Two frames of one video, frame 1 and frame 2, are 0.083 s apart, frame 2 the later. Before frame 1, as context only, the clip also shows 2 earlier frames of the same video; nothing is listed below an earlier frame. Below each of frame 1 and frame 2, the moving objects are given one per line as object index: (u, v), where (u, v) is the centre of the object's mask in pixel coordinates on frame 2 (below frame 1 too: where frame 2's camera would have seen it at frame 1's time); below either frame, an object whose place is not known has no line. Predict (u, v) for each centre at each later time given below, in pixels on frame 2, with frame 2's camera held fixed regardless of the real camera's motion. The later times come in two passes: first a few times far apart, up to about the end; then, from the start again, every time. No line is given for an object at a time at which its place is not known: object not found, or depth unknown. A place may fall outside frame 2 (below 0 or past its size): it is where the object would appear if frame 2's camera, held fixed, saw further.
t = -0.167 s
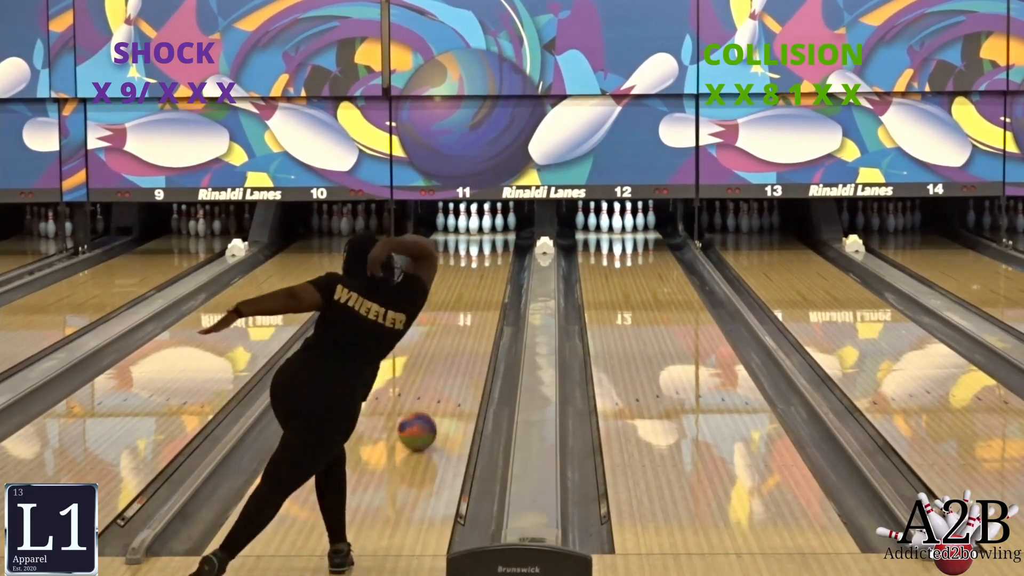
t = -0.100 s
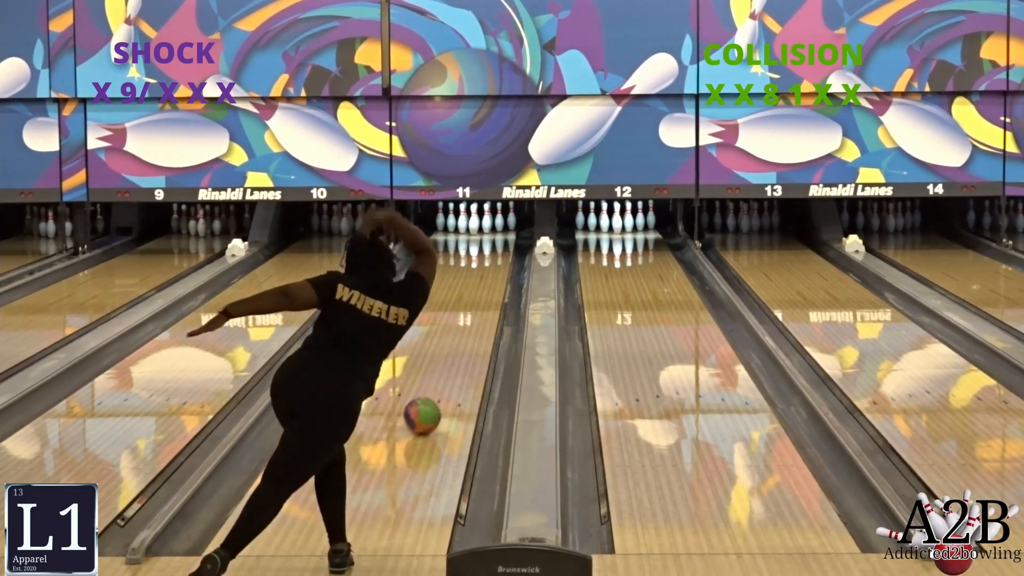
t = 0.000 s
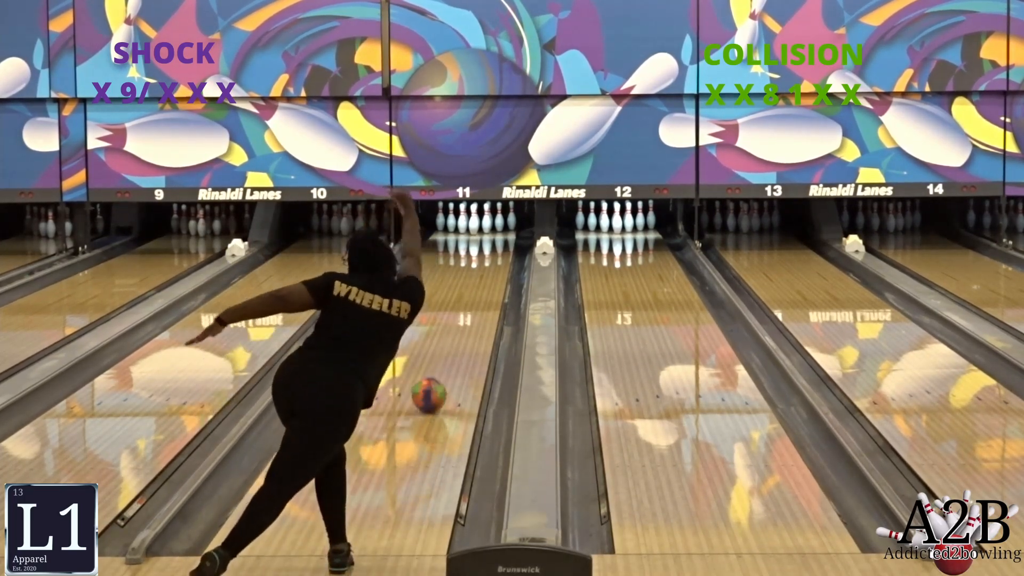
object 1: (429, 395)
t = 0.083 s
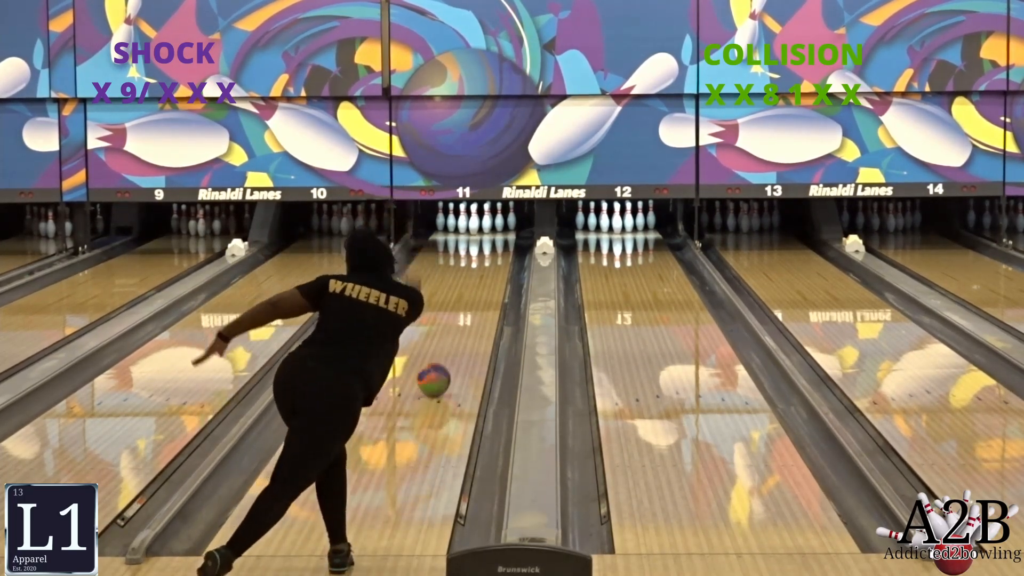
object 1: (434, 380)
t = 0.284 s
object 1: (444, 348)
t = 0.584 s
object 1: (455, 311)
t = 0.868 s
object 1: (463, 285)
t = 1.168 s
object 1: (469, 262)
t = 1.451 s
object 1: (471, 245)
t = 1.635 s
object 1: (470, 236)
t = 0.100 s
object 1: (435, 377)
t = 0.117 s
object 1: (436, 374)
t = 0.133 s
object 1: (436, 371)
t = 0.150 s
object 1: (437, 369)
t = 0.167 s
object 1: (438, 366)
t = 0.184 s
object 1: (439, 363)
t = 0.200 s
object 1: (440, 361)
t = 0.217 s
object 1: (441, 358)
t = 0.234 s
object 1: (441, 355)
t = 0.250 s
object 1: (442, 353)
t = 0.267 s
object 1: (443, 350)
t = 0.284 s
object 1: (444, 348)
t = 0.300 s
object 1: (444, 346)
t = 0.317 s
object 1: (445, 343)
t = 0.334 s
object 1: (446, 341)
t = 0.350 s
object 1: (446, 339)
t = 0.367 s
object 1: (447, 336)
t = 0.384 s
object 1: (448, 334)
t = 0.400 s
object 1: (448, 332)
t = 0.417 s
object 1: (449, 330)
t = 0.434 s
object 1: (450, 329)
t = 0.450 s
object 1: (451, 326)
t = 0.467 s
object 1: (451, 324)
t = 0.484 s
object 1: (451, 322)
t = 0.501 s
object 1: (452, 320)
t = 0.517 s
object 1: (453, 319)
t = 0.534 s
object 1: (453, 317)
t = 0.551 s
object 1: (454, 315)
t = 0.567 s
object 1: (454, 313)
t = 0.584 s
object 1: (455, 311)
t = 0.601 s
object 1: (455, 309)
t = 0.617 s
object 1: (456, 308)
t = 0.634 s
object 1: (457, 306)
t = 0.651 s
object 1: (457, 304)
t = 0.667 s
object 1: (457, 303)
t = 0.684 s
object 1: (458, 301)
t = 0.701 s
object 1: (458, 299)
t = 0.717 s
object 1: (459, 298)
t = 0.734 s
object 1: (459, 297)
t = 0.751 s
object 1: (459, 295)
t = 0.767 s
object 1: (460, 294)
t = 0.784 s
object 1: (460, 292)
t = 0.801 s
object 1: (461, 290)
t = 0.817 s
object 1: (461, 289)
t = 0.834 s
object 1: (462, 288)
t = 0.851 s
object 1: (462, 286)
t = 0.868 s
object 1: (463, 285)
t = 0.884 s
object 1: (463, 283)
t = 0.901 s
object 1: (463, 282)
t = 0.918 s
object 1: (464, 280)
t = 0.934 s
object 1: (465, 279)
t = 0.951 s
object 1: (465, 278)
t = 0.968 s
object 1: (465, 276)
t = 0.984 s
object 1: (465, 275)
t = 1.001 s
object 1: (466, 274)
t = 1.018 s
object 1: (466, 272)
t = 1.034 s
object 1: (467, 272)
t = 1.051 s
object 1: (467, 270)
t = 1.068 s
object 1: (467, 269)
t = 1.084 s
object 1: (467, 268)
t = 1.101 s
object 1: (468, 266)
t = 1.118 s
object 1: (468, 265)
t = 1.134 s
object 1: (468, 264)
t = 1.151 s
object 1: (468, 262)
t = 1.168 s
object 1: (469, 262)
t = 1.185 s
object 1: (469, 261)
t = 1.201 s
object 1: (469, 260)
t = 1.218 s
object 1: (469, 259)
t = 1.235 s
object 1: (469, 257)
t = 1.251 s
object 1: (470, 256)
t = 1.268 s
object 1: (470, 255)
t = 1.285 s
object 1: (470, 254)
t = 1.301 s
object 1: (470, 253)
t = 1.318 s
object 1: (470, 253)
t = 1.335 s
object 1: (470, 252)
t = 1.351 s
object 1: (470, 250)
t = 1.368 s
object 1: (470, 249)
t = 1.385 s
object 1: (470, 249)
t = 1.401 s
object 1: (471, 248)
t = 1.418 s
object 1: (471, 247)
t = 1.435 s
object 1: (471, 246)
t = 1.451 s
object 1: (471, 245)
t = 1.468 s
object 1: (471, 244)
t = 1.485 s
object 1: (471, 243)
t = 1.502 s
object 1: (471, 243)
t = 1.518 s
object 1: (471, 242)
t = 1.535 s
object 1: (470, 241)
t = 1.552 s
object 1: (471, 240)
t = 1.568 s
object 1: (471, 240)
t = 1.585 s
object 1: (470, 239)
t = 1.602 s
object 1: (470, 238)
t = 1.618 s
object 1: (470, 237)
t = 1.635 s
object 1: (470, 236)
